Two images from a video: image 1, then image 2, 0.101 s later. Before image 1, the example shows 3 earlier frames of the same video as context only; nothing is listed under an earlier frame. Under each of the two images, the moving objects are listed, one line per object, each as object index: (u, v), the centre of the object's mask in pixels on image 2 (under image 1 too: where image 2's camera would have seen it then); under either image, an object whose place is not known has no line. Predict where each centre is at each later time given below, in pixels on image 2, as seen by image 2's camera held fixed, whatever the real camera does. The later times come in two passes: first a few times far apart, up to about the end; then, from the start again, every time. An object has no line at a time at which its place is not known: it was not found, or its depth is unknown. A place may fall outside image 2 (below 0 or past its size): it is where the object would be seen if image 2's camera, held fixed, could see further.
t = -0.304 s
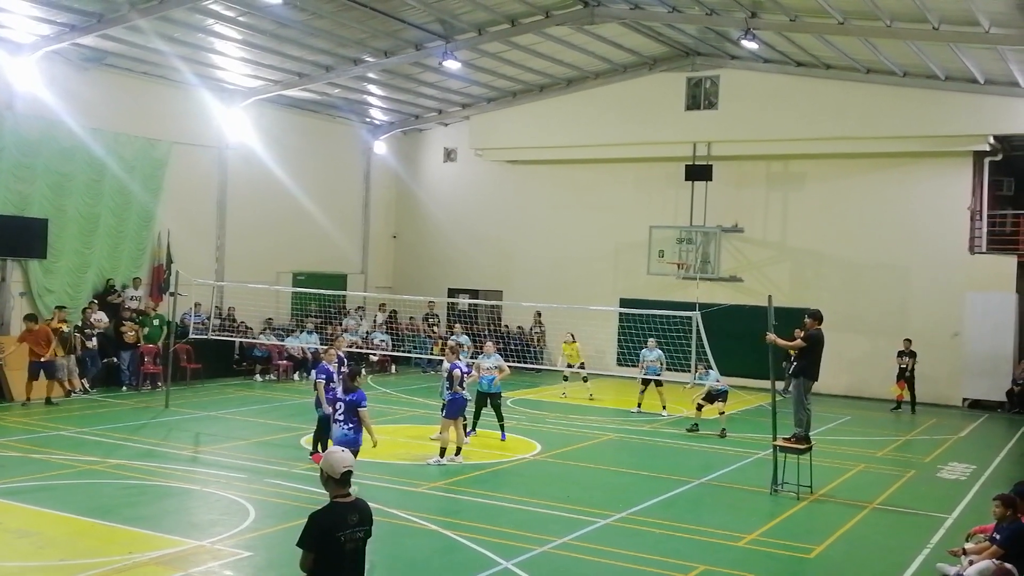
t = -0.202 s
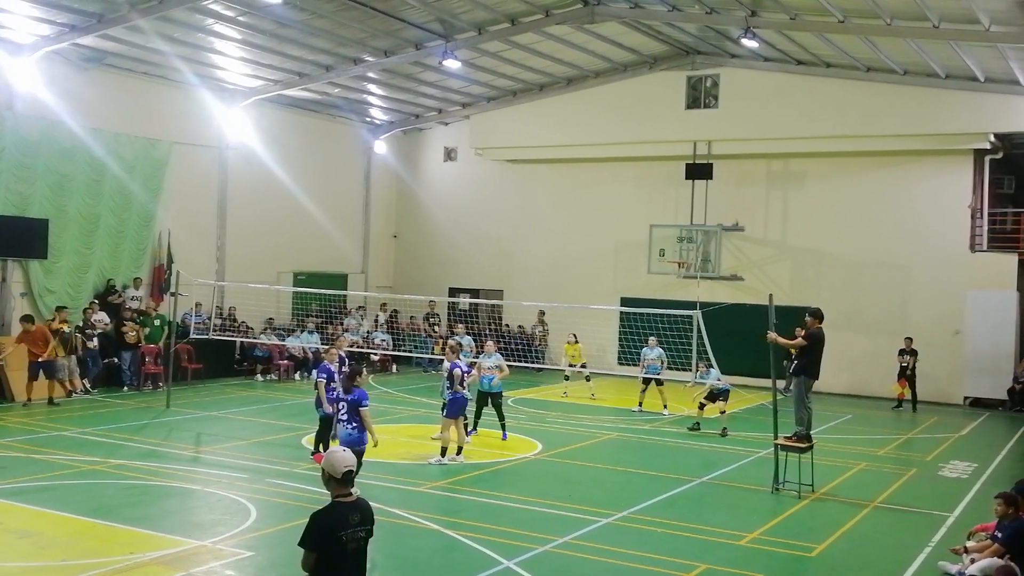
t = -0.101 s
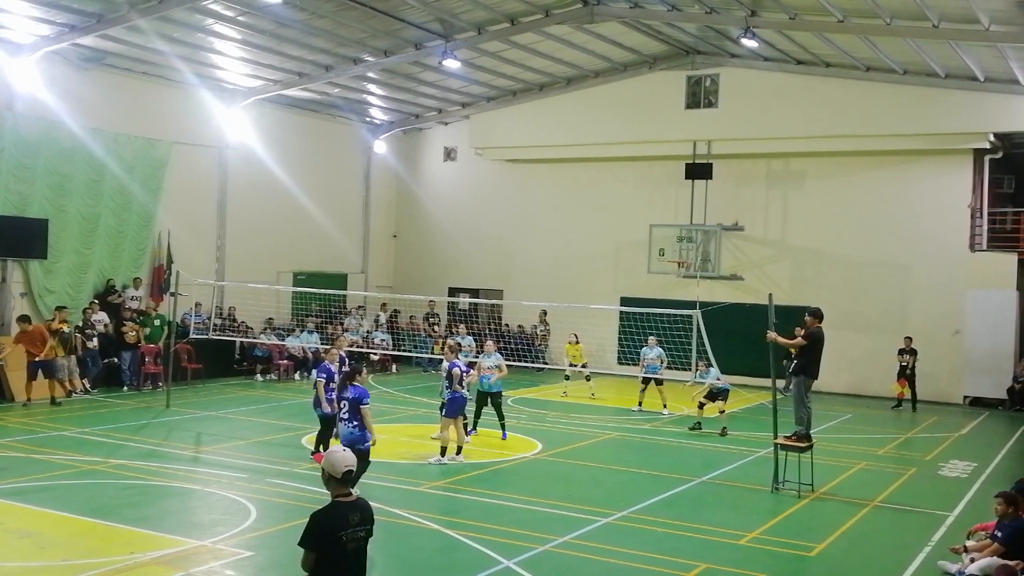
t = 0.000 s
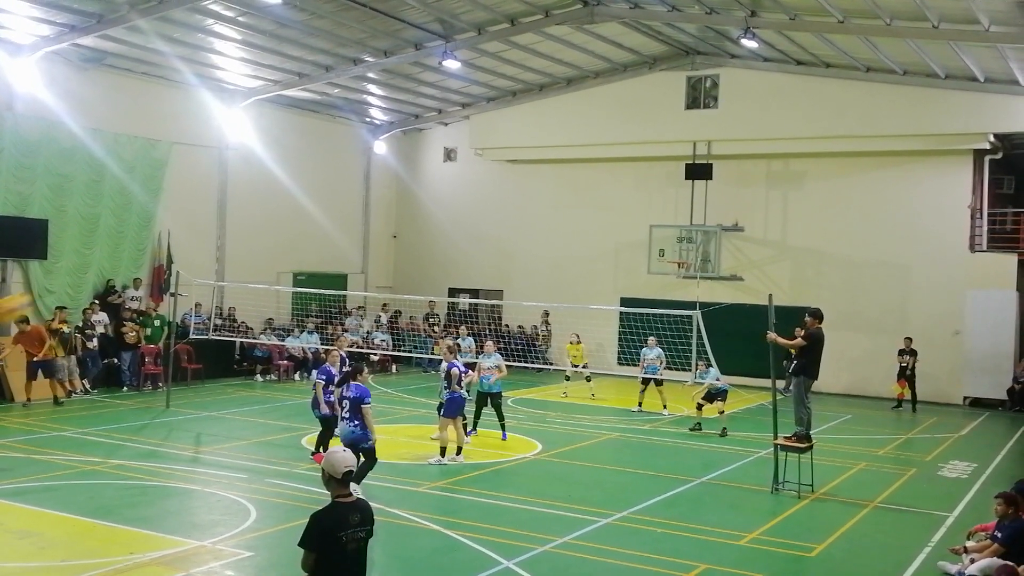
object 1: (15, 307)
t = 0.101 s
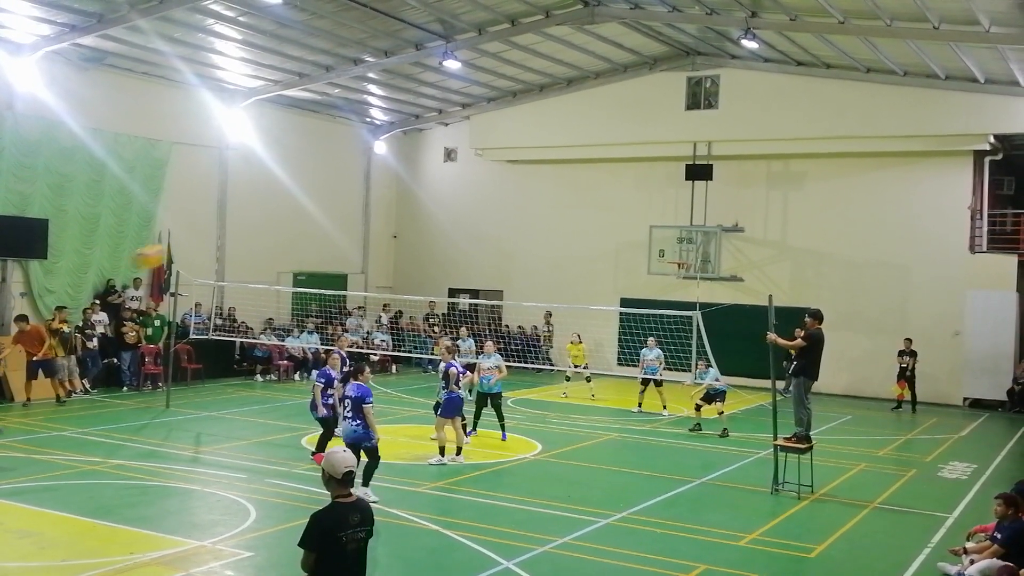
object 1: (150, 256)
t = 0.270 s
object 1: (304, 214)
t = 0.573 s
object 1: (463, 211)
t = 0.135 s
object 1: (187, 245)
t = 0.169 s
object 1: (220, 235)
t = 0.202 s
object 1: (249, 225)
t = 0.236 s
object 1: (277, 218)
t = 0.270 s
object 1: (304, 214)
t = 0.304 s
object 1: (329, 210)
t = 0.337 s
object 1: (349, 207)
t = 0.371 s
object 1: (368, 206)
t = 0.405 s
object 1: (388, 205)
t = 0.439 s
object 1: (404, 205)
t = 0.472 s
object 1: (420, 205)
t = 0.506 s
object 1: (436, 206)
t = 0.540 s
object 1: (450, 208)
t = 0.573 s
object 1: (463, 211)
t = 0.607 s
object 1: (476, 214)
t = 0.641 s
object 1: (489, 218)
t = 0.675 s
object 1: (500, 222)
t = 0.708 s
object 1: (510, 227)
